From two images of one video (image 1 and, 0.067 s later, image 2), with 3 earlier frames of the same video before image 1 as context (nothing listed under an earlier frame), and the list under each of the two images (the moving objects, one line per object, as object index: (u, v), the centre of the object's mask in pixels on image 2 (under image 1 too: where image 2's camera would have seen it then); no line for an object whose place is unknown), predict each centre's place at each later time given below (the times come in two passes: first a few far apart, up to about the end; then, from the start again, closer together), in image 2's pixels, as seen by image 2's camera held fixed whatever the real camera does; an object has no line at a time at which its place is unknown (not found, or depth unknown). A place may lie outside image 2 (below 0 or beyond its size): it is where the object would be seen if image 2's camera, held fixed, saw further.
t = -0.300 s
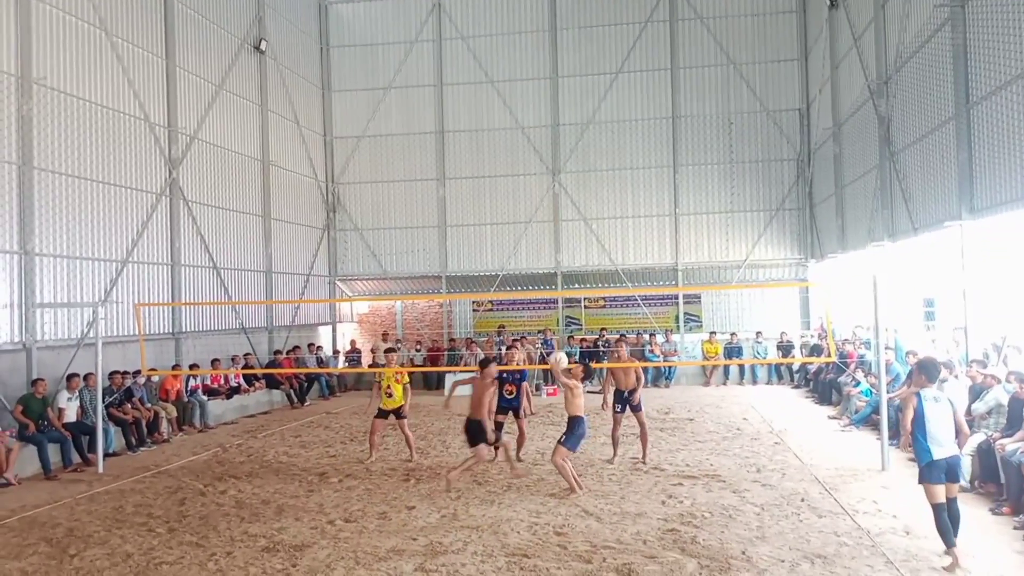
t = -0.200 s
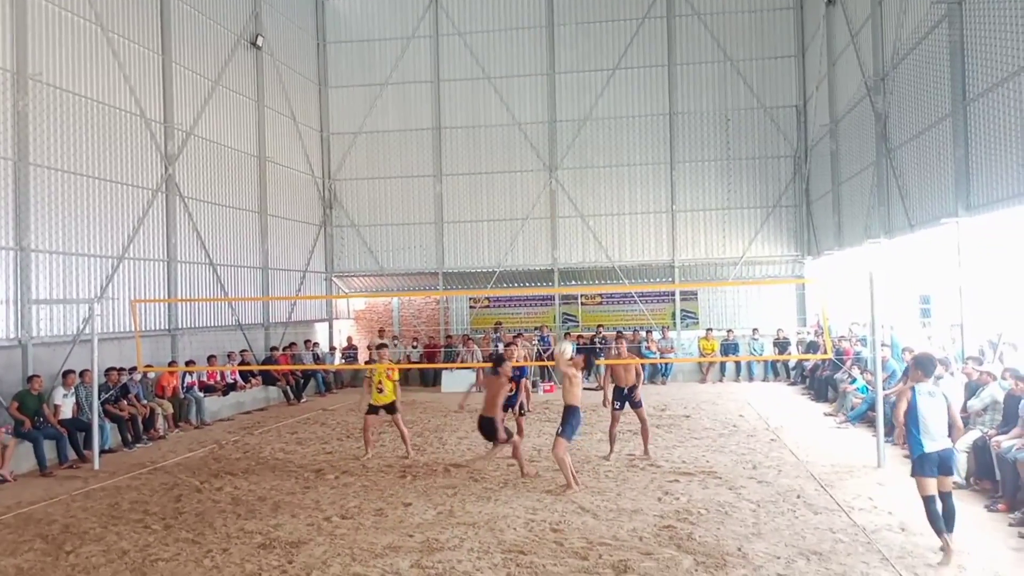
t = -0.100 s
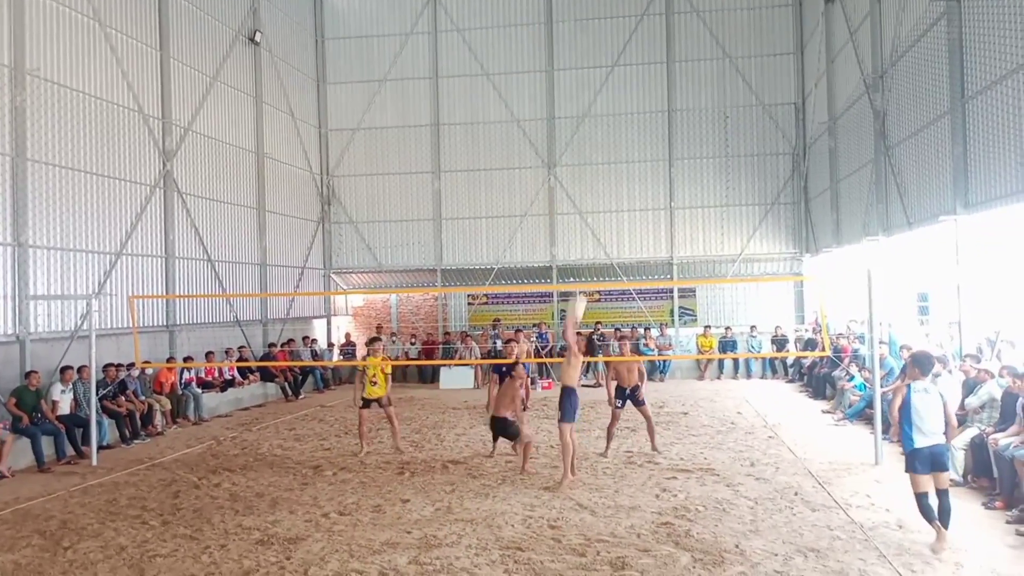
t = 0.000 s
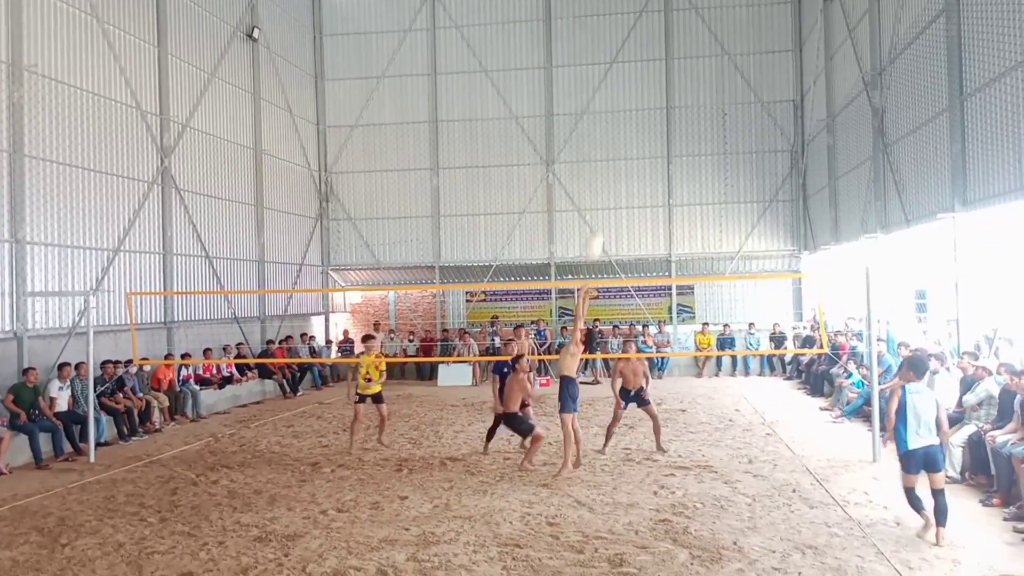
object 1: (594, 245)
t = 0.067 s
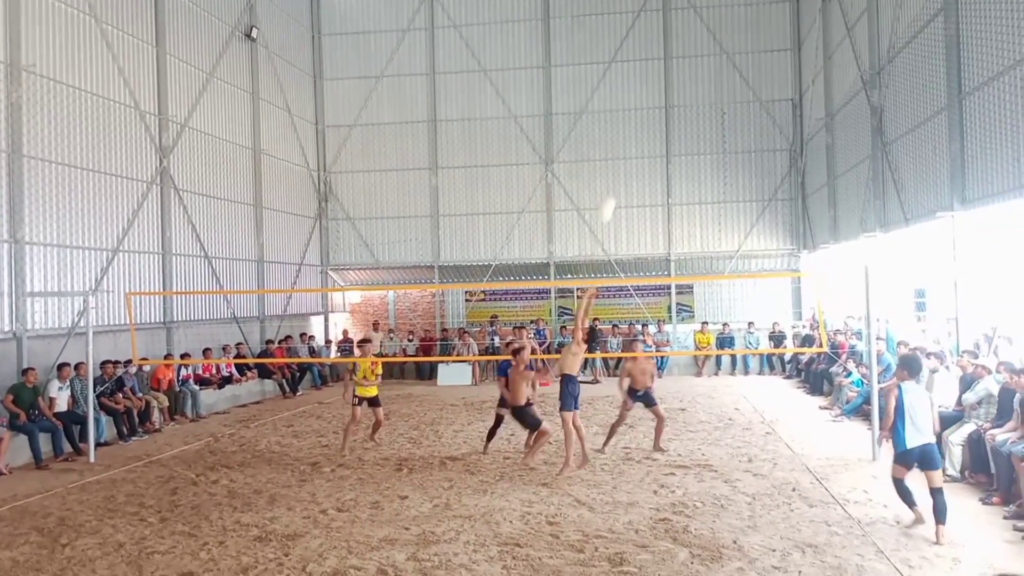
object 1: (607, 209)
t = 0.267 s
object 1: (644, 124)
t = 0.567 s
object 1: (698, 62)
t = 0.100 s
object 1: (613, 192)
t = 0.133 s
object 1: (619, 178)
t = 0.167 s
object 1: (625, 163)
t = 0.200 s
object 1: (632, 149)
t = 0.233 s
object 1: (638, 136)
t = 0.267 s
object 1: (644, 124)
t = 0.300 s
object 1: (650, 114)
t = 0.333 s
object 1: (656, 105)
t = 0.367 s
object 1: (662, 96)
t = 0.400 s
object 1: (669, 88)
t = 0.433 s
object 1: (674, 82)
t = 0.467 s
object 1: (680, 76)
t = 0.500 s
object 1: (686, 69)
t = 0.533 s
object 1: (692, 65)
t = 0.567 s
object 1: (698, 62)
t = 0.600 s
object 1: (704, 60)
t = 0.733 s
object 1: (728, 59)
